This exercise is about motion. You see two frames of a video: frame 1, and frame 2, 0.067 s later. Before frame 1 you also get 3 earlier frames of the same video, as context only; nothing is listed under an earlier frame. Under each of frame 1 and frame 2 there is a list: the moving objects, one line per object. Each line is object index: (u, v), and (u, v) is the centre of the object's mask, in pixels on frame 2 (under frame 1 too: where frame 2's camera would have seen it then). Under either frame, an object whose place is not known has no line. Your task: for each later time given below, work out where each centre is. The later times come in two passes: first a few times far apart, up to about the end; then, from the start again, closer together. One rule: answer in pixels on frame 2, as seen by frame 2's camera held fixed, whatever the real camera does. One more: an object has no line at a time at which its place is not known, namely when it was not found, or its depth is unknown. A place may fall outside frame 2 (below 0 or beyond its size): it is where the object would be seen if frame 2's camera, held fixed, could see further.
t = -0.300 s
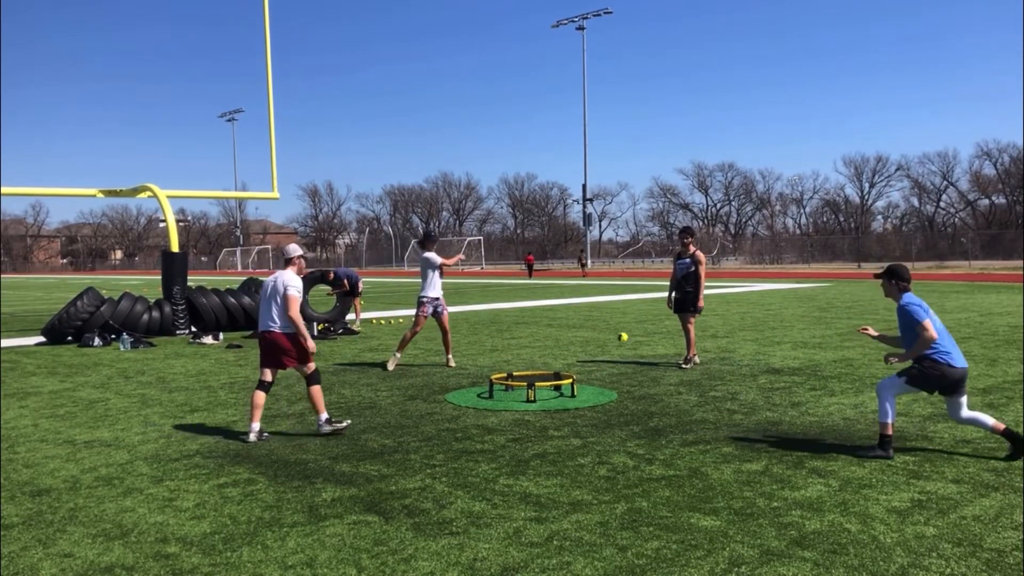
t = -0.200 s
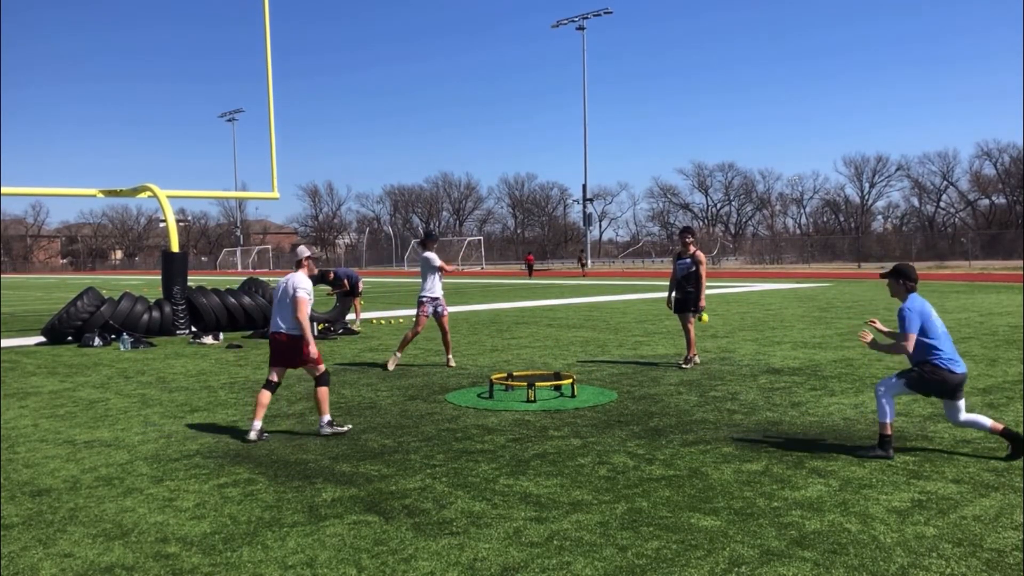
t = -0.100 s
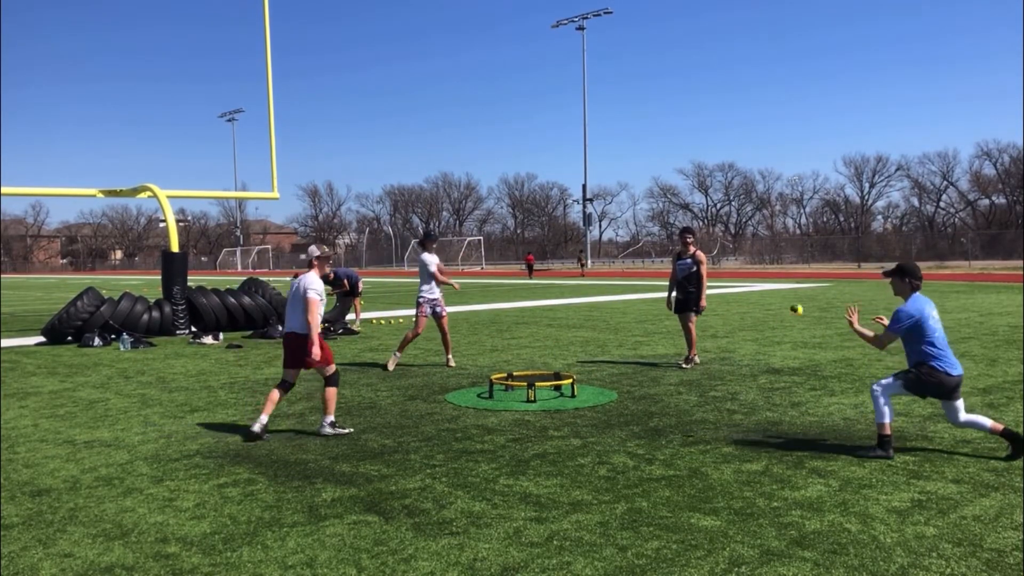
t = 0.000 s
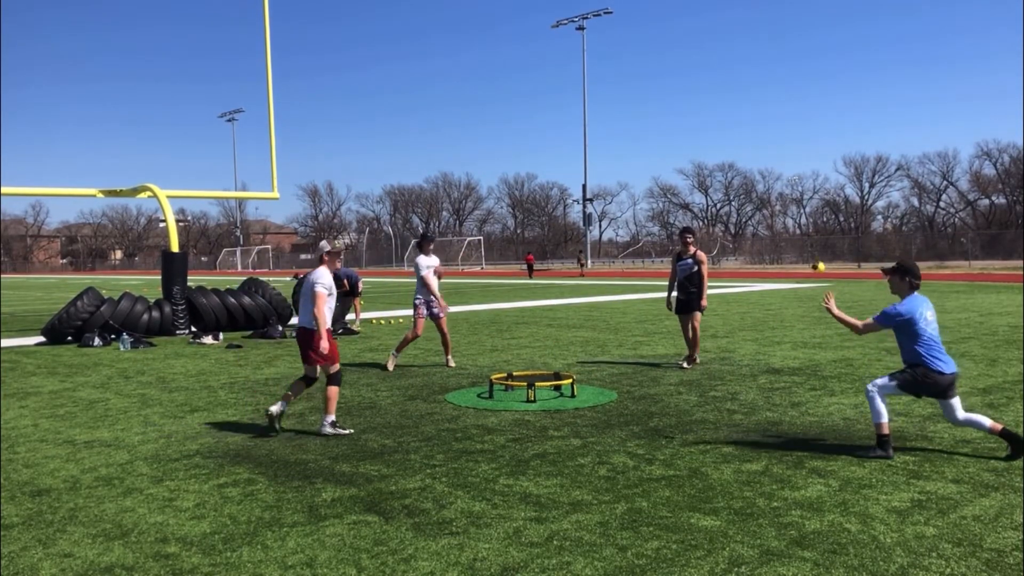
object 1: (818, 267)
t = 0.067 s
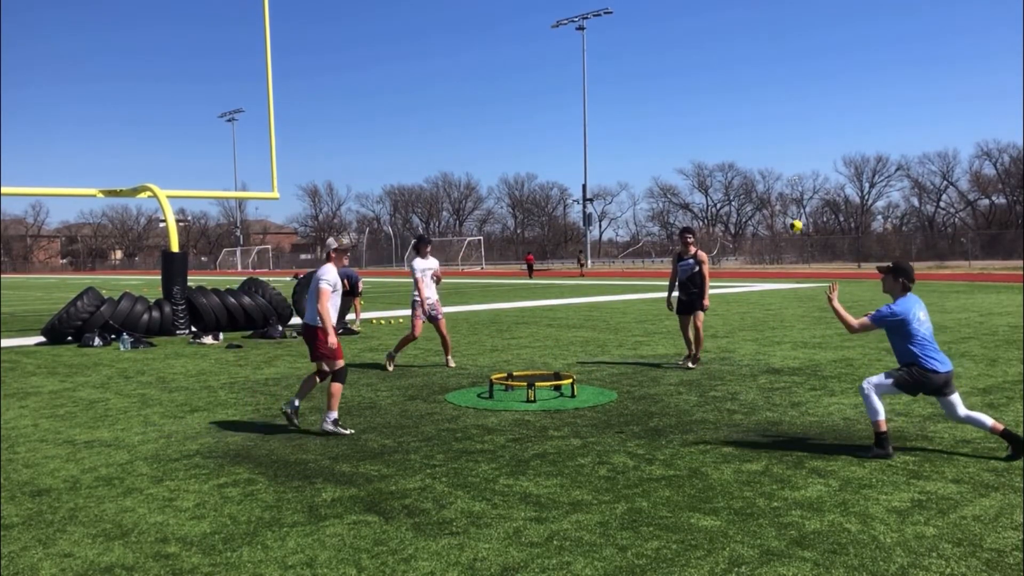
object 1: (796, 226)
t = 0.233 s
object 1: (743, 150)
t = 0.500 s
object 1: (668, 104)
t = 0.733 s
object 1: (609, 131)
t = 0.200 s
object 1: (753, 162)
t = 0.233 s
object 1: (743, 150)
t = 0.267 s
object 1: (733, 140)
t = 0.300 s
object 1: (723, 130)
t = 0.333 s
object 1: (713, 122)
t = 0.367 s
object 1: (705, 116)
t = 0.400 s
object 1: (695, 111)
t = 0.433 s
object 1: (686, 107)
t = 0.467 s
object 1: (677, 106)
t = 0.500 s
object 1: (668, 104)
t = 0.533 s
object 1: (659, 104)
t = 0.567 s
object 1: (651, 106)
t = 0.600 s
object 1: (642, 109)
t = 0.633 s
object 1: (634, 112)
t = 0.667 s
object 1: (625, 118)
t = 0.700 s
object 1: (617, 124)
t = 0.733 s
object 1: (609, 131)
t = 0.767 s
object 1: (601, 139)
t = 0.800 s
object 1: (593, 149)
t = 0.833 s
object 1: (586, 159)
